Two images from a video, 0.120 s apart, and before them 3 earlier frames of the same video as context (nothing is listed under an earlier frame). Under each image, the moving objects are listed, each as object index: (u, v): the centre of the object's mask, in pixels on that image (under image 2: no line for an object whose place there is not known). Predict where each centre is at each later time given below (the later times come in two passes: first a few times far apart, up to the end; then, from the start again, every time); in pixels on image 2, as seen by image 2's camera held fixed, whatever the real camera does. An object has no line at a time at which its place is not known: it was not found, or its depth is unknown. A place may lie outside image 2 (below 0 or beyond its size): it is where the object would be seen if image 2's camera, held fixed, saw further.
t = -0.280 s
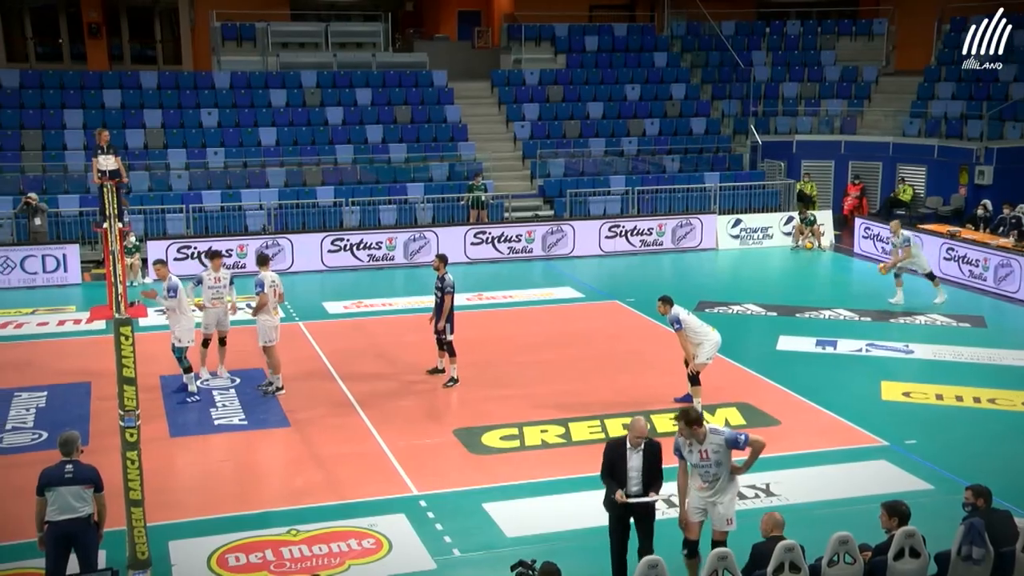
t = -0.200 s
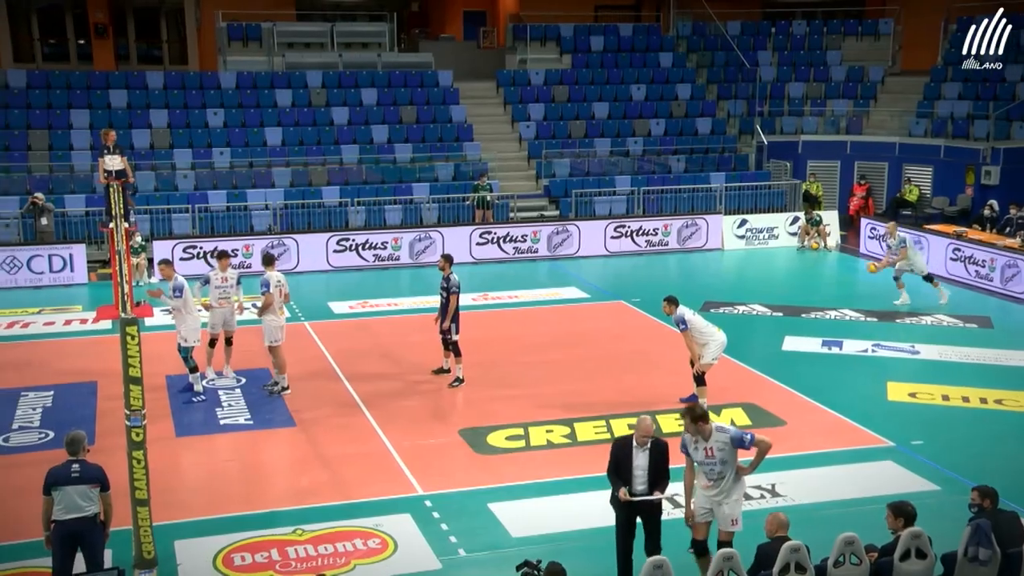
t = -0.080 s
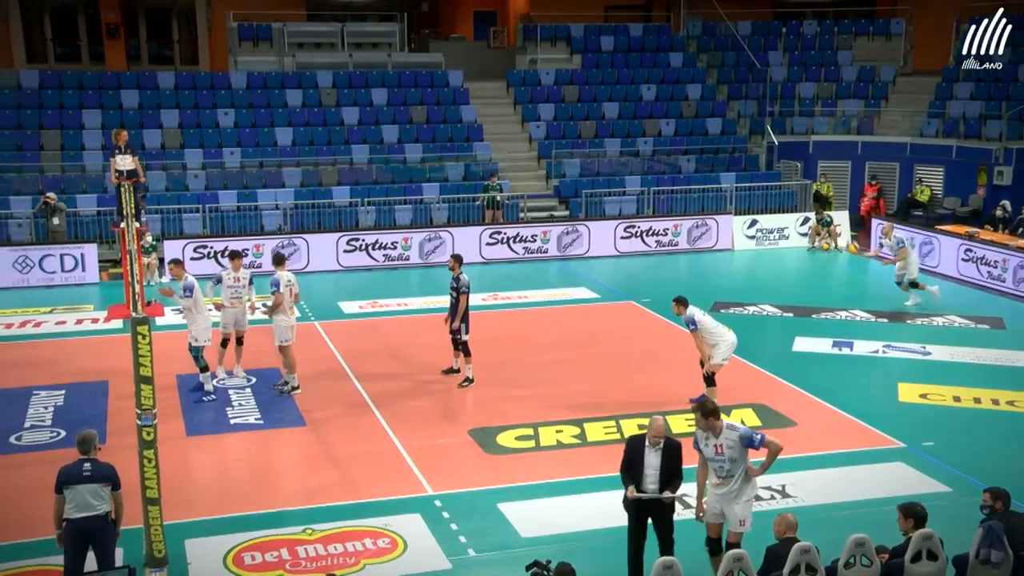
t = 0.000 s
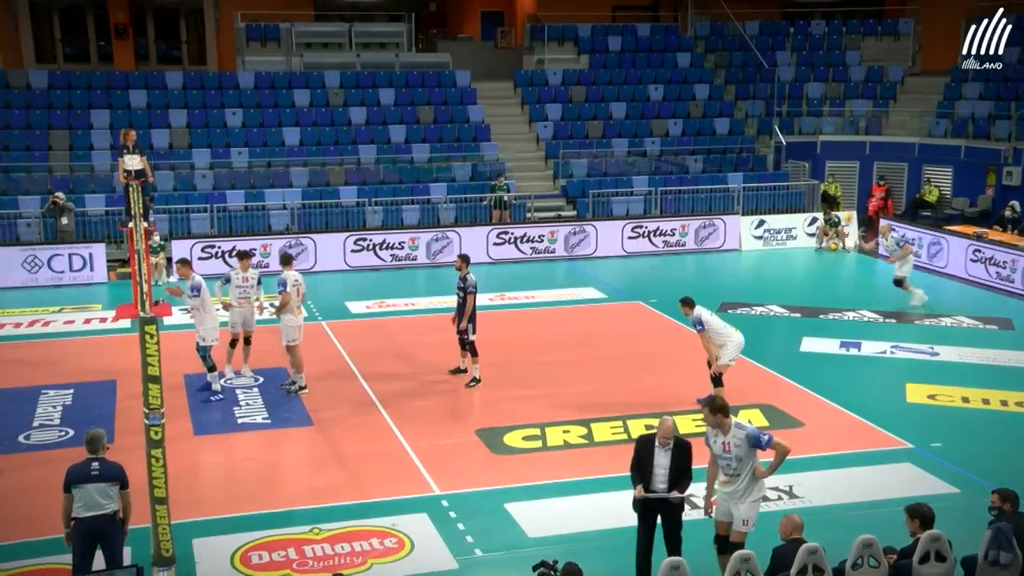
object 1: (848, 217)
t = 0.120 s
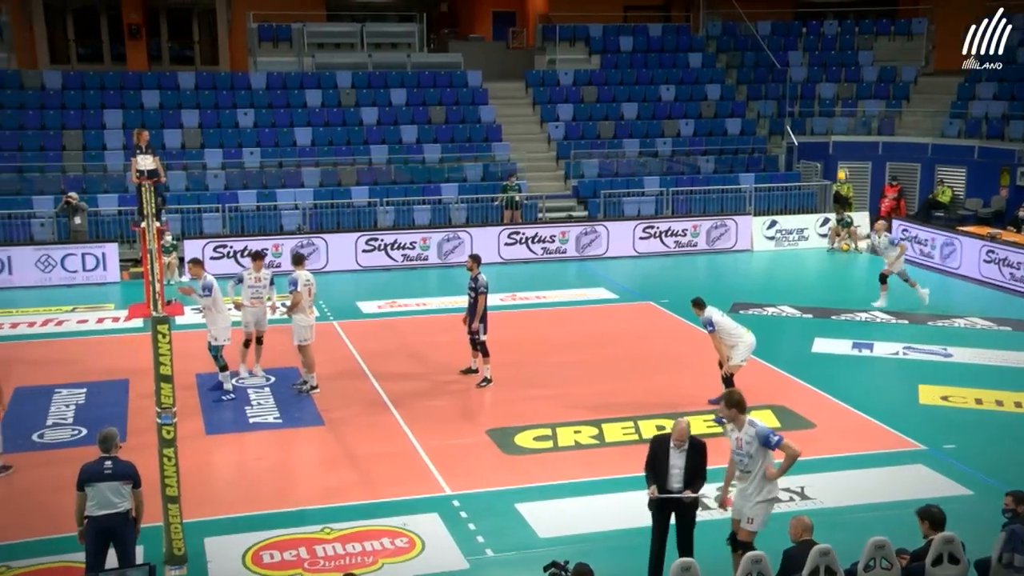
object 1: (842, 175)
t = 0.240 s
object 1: (824, 138)
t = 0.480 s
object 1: (787, 90)
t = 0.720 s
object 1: (748, 74)
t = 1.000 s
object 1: (700, 95)
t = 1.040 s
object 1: (693, 102)
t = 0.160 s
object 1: (836, 161)
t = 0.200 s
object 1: (830, 149)
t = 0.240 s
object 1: (824, 138)
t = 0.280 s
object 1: (819, 128)
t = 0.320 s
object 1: (812, 118)
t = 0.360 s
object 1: (806, 110)
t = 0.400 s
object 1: (800, 102)
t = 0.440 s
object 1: (793, 96)
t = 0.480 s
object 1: (787, 90)
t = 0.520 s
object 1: (781, 85)
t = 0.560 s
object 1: (774, 81)
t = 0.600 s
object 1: (767, 78)
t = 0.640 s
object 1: (761, 76)
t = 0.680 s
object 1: (754, 74)
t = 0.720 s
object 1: (748, 74)
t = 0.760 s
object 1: (741, 74)
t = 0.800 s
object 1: (734, 75)
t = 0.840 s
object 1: (727, 77)
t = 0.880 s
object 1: (720, 80)
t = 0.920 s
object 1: (713, 84)
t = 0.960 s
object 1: (707, 90)
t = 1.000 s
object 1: (700, 95)
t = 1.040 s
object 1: (693, 102)
